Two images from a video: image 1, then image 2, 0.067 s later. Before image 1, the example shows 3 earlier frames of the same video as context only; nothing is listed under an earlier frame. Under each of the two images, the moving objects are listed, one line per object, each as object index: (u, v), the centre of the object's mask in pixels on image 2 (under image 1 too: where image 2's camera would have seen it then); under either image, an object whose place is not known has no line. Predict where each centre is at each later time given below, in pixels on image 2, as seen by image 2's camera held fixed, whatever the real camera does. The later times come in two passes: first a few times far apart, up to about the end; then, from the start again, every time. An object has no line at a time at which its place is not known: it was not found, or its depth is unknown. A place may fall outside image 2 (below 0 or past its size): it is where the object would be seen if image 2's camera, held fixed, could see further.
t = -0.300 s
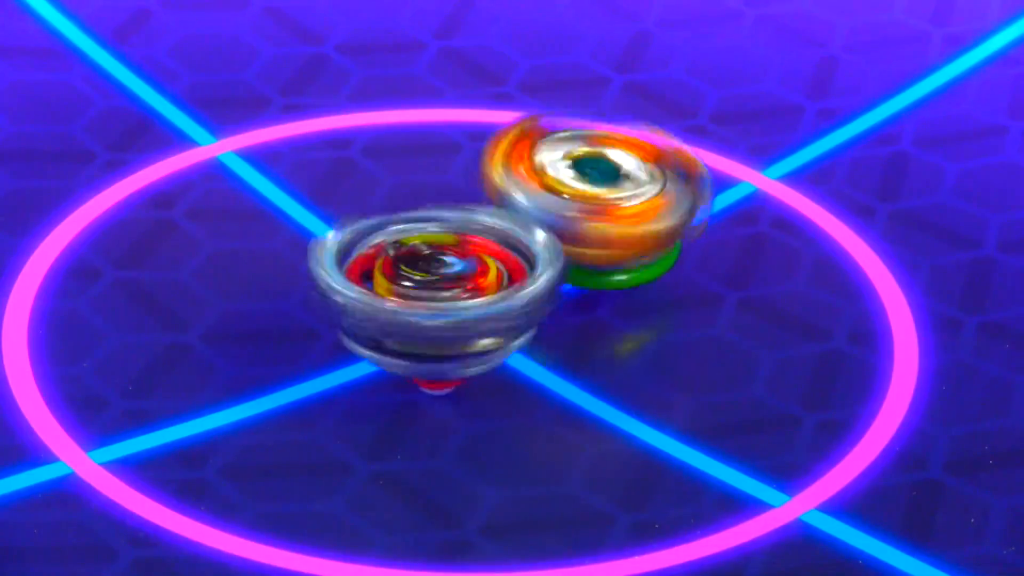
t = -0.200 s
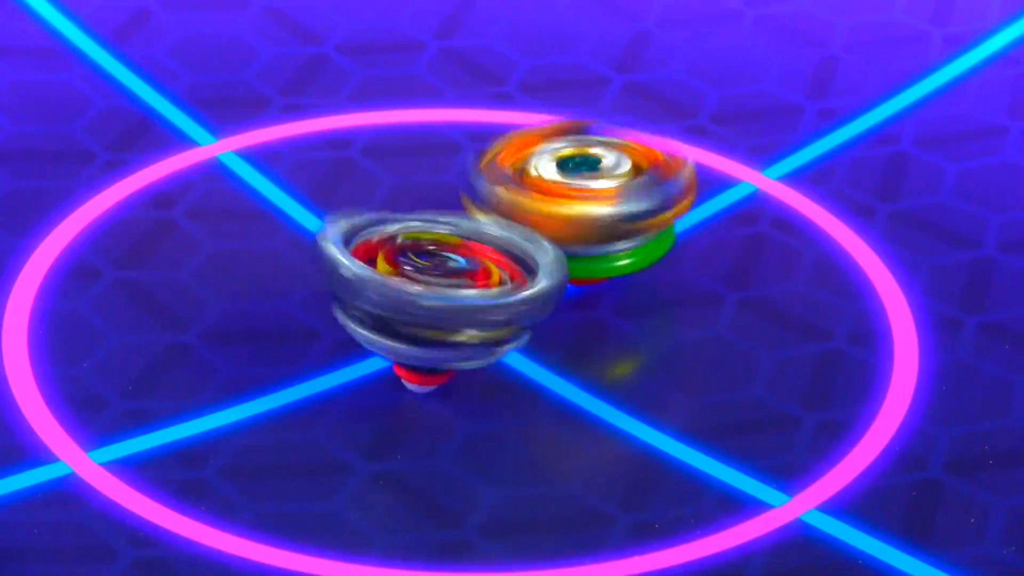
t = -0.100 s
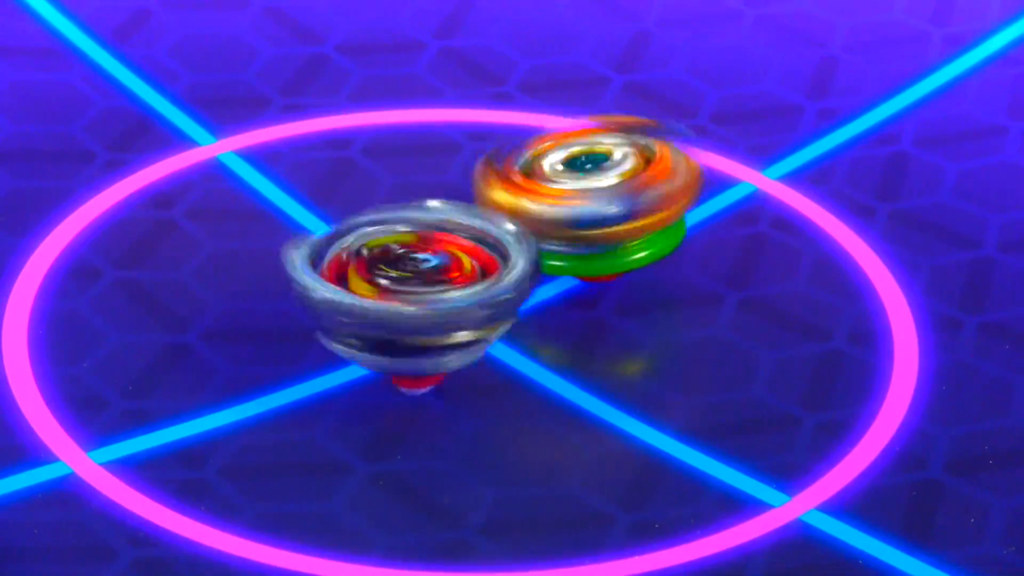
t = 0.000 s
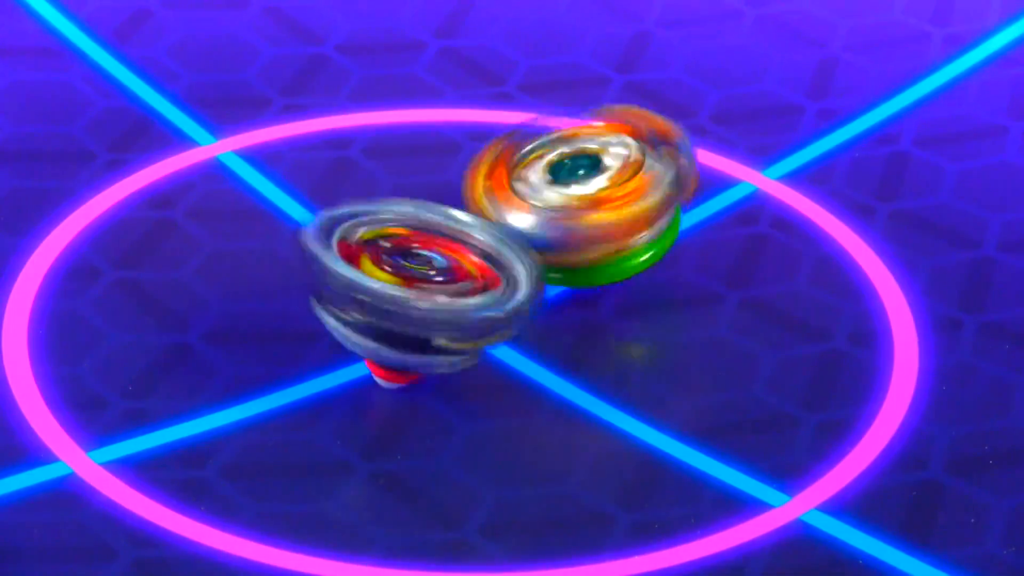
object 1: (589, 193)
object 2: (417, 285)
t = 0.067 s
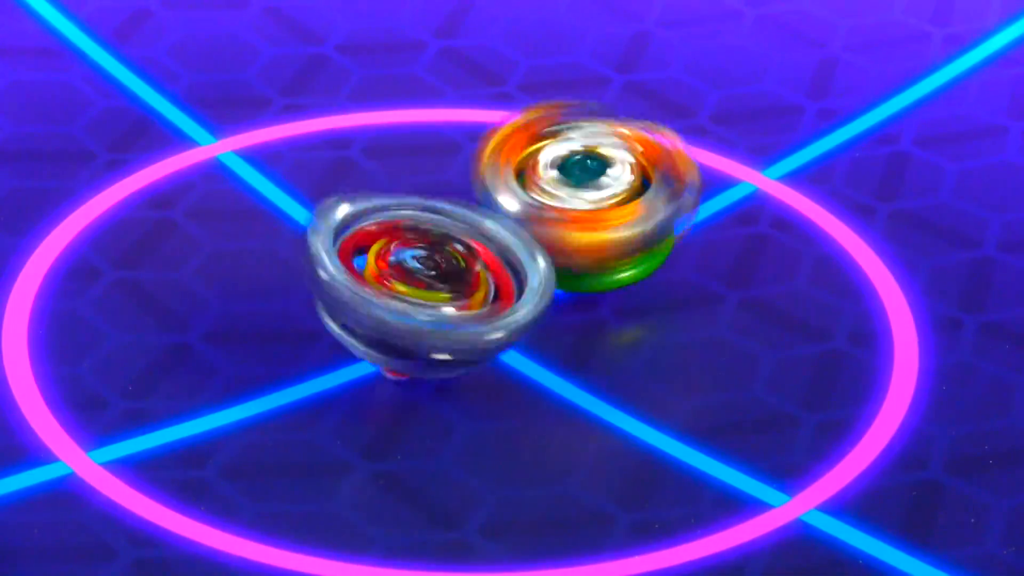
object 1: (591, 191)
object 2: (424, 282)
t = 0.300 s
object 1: (589, 204)
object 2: (422, 289)
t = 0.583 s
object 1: (614, 196)
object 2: (422, 291)
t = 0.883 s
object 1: (601, 196)
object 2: (454, 291)
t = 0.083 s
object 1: (587, 191)
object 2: (422, 279)
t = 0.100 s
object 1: (589, 195)
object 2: (424, 277)
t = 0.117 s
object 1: (592, 193)
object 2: (424, 279)
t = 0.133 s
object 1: (595, 197)
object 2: (422, 276)
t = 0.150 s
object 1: (596, 195)
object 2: (426, 274)
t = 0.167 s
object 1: (596, 197)
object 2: (430, 276)
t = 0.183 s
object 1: (590, 199)
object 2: (427, 276)
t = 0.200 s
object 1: (589, 199)
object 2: (430, 275)
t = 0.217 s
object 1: (591, 200)
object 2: (432, 276)
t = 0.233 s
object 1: (587, 200)
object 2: (424, 282)
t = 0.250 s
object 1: (590, 202)
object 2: (423, 281)
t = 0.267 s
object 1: (589, 203)
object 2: (425, 284)
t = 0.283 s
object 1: (590, 203)
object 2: (423, 289)
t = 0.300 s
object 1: (589, 204)
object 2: (422, 289)
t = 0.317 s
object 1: (590, 205)
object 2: (426, 289)
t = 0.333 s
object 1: (589, 206)
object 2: (424, 294)
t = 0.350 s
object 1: (585, 206)
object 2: (424, 293)
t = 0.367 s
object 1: (586, 206)
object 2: (428, 294)
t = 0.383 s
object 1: (589, 205)
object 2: (428, 298)
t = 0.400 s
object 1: (588, 207)
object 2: (419, 301)
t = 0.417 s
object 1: (592, 206)
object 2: (419, 299)
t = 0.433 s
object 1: (595, 204)
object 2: (420, 300)
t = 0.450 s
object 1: (600, 201)
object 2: (411, 302)
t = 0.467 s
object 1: (603, 202)
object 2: (408, 301)
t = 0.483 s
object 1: (608, 201)
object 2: (411, 301)
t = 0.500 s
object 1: (615, 199)
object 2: (412, 303)
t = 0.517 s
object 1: (618, 197)
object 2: (404, 299)
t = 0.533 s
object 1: (620, 197)
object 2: (413, 297)
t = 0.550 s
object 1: (619, 196)
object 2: (416, 296)
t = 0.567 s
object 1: (618, 196)
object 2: (414, 292)
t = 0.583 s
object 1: (614, 196)
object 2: (422, 291)
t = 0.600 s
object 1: (612, 196)
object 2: (430, 293)
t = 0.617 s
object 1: (612, 192)
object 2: (430, 290)
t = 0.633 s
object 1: (613, 189)
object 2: (431, 287)
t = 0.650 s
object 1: (617, 188)
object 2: (435, 285)
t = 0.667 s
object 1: (615, 187)
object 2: (434, 286)
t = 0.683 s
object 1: (614, 188)
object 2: (431, 283)
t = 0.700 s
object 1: (615, 188)
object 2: (436, 282)
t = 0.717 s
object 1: (617, 187)
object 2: (438, 283)
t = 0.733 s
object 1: (618, 190)
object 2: (434, 285)
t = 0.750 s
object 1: (617, 190)
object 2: (435, 283)
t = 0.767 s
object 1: (619, 191)
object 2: (439, 284)
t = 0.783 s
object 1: (612, 193)
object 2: (436, 284)
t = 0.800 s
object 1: (606, 193)
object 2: (439, 282)
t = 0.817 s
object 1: (605, 194)
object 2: (444, 282)
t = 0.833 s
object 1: (603, 192)
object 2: (446, 287)
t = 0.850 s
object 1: (601, 194)
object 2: (447, 287)
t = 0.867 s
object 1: (602, 196)
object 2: (451, 287)
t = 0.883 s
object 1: (601, 196)
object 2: (454, 291)
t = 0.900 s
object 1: (596, 200)
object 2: (453, 294)
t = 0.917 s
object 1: (595, 201)
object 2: (445, 300)
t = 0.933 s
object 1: (594, 202)
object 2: (442, 320)
